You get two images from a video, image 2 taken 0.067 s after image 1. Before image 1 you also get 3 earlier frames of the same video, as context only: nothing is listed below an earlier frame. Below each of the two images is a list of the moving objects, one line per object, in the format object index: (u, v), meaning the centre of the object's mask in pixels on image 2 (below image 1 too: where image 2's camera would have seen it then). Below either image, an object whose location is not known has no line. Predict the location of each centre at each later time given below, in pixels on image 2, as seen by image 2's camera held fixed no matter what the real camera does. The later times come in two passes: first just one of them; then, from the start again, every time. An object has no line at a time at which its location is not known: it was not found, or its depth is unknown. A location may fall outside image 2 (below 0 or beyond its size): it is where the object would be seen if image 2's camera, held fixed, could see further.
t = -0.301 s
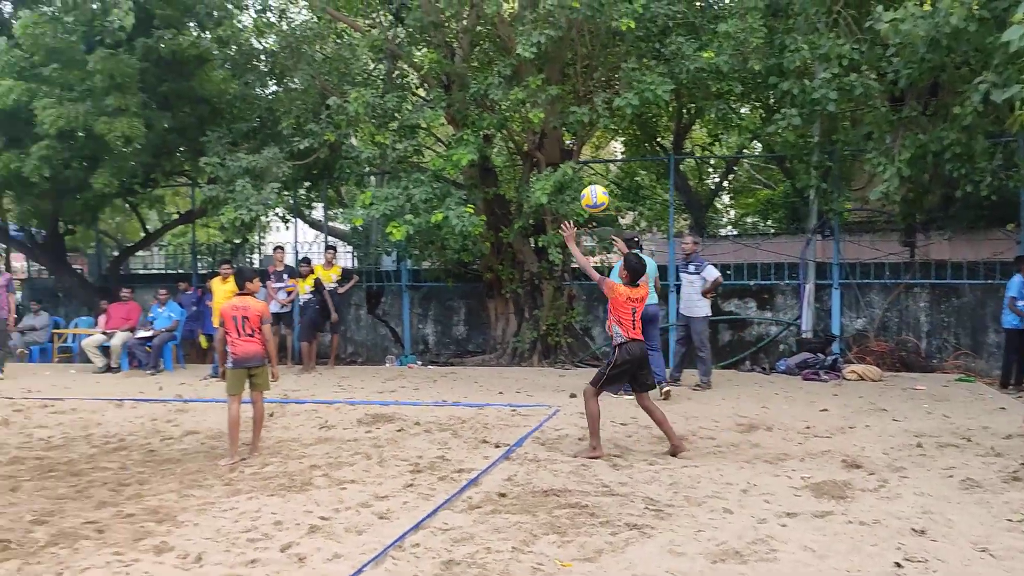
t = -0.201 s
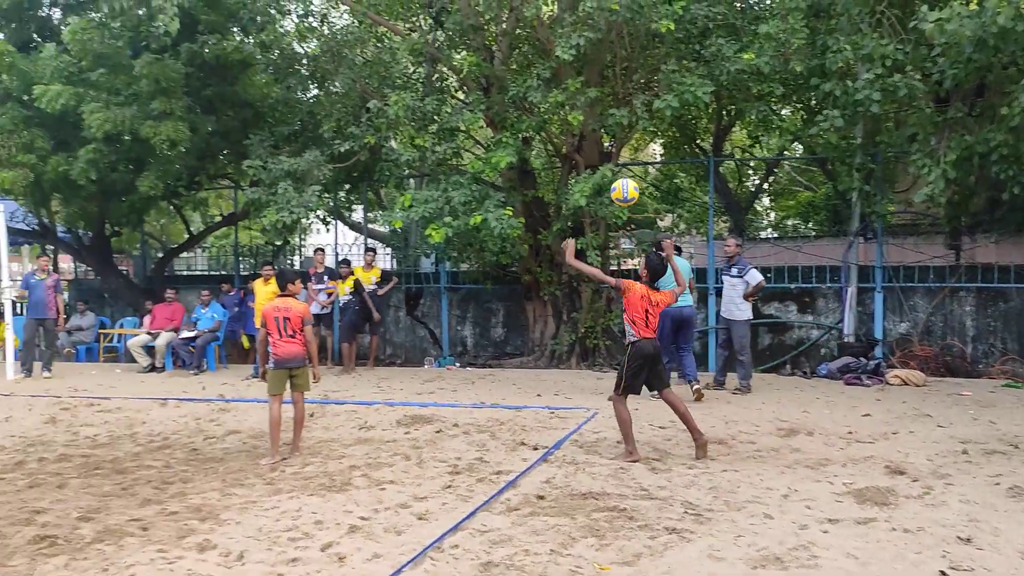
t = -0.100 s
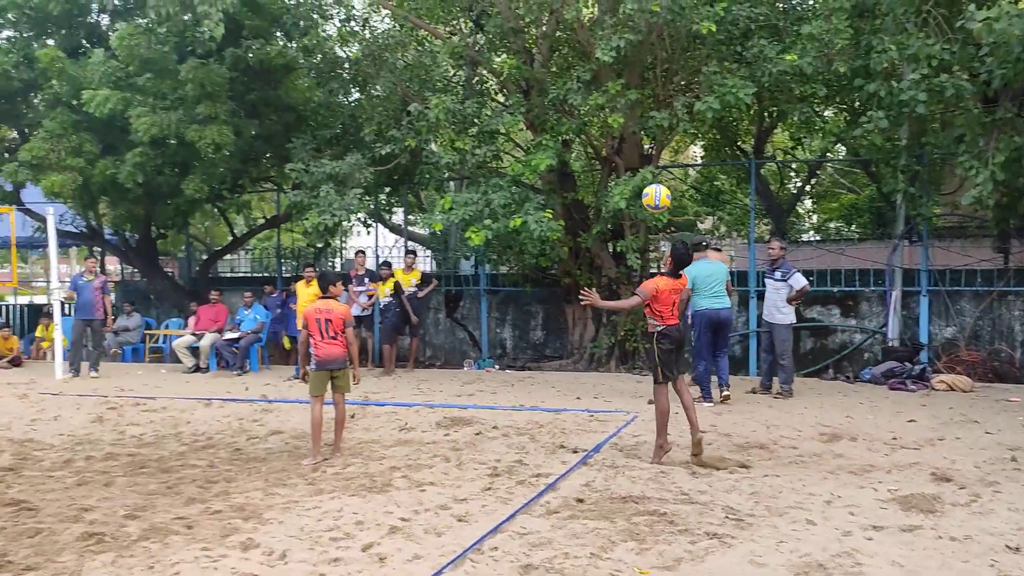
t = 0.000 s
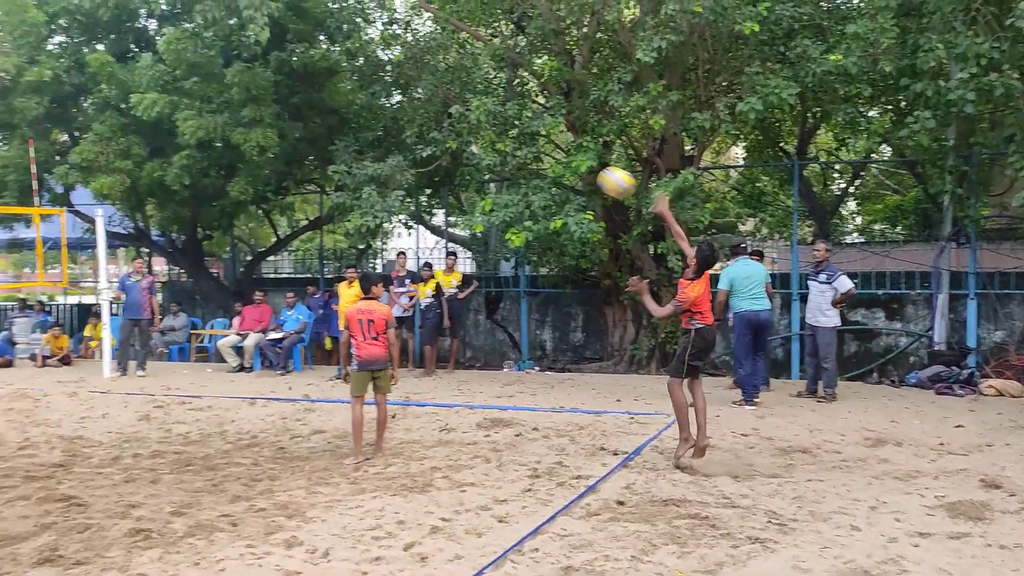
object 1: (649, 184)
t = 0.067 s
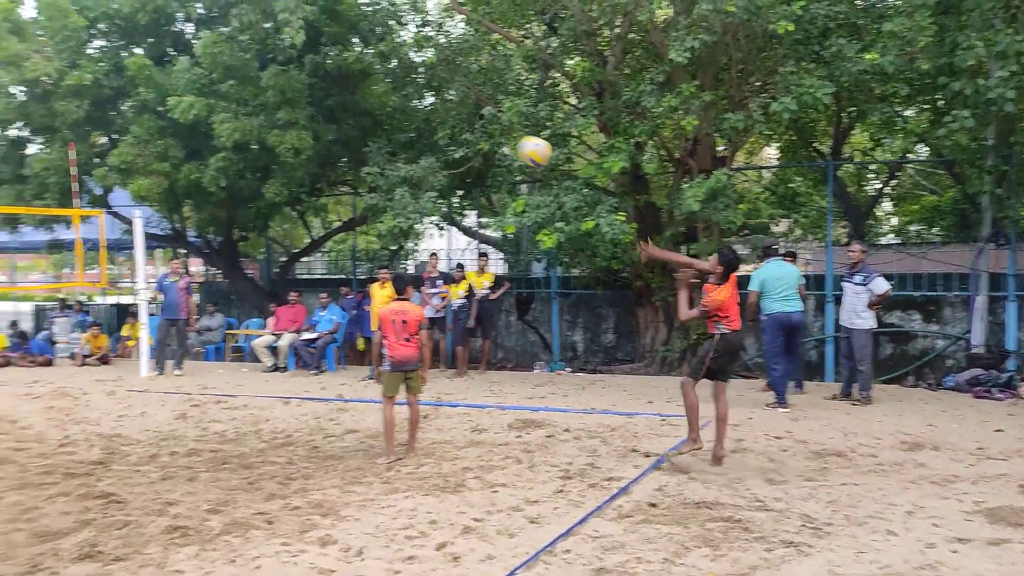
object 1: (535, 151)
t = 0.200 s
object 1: (317, 105)
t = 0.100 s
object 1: (478, 137)
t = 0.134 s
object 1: (423, 124)
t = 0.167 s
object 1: (370, 114)
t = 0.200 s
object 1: (317, 105)
